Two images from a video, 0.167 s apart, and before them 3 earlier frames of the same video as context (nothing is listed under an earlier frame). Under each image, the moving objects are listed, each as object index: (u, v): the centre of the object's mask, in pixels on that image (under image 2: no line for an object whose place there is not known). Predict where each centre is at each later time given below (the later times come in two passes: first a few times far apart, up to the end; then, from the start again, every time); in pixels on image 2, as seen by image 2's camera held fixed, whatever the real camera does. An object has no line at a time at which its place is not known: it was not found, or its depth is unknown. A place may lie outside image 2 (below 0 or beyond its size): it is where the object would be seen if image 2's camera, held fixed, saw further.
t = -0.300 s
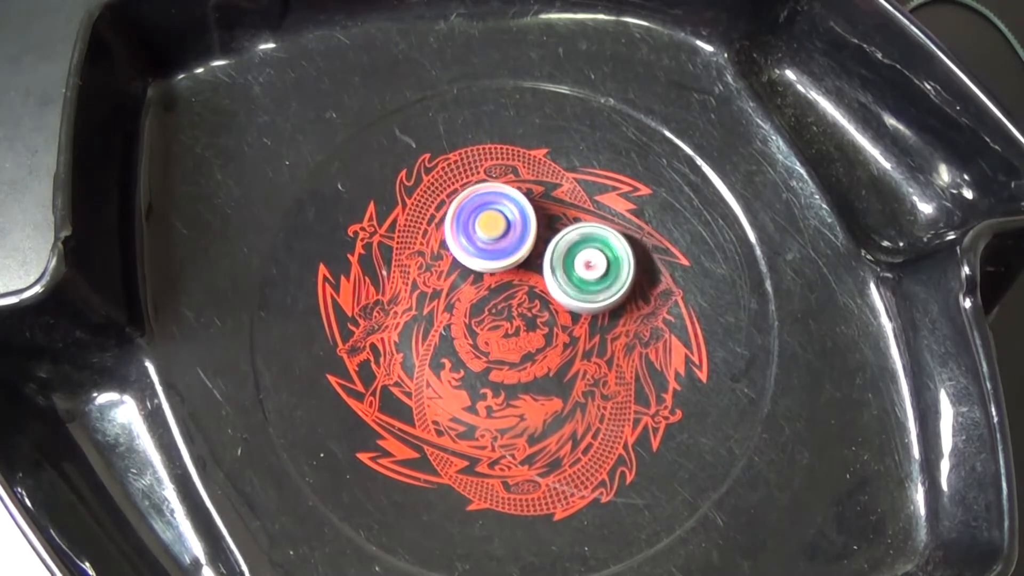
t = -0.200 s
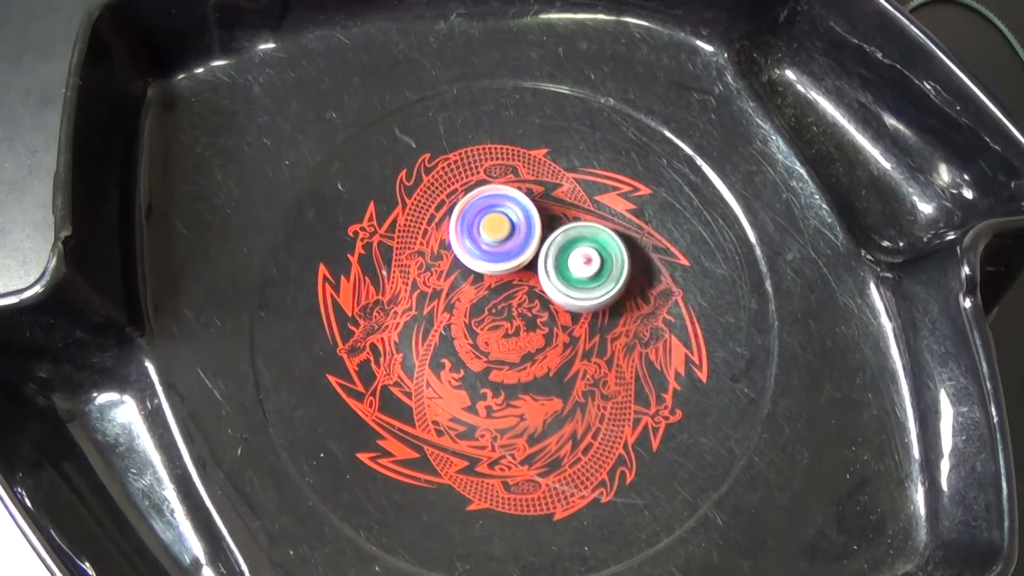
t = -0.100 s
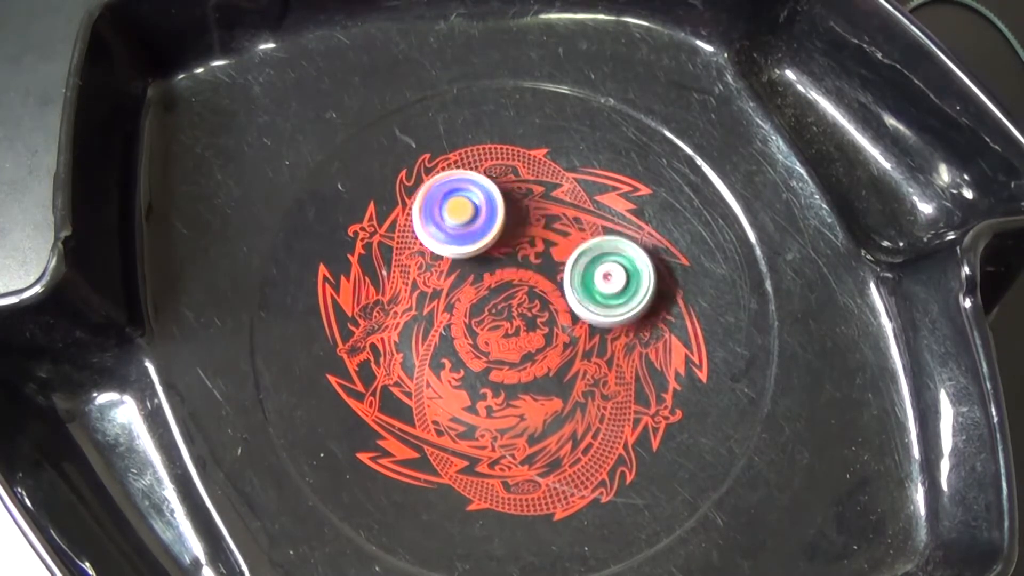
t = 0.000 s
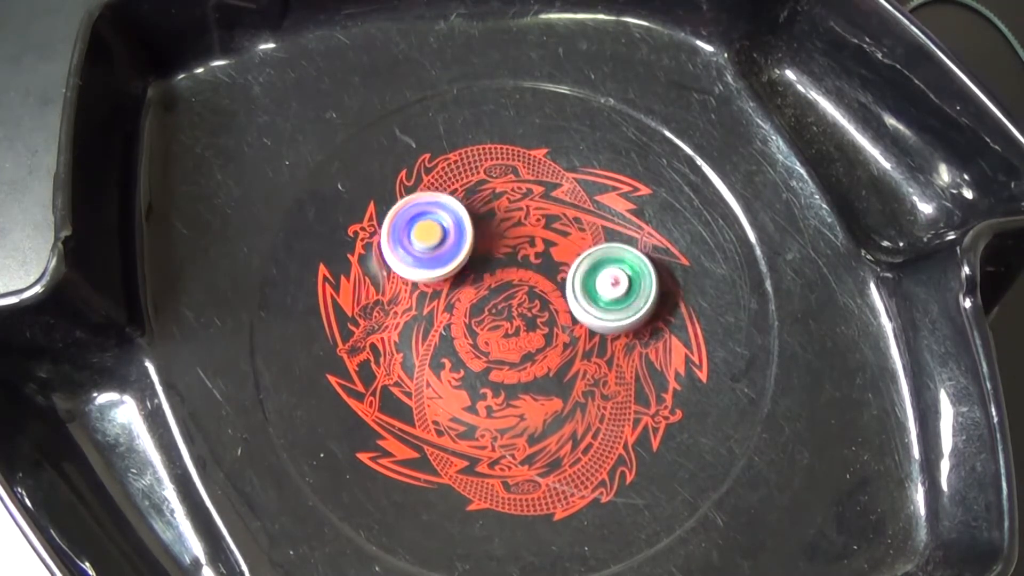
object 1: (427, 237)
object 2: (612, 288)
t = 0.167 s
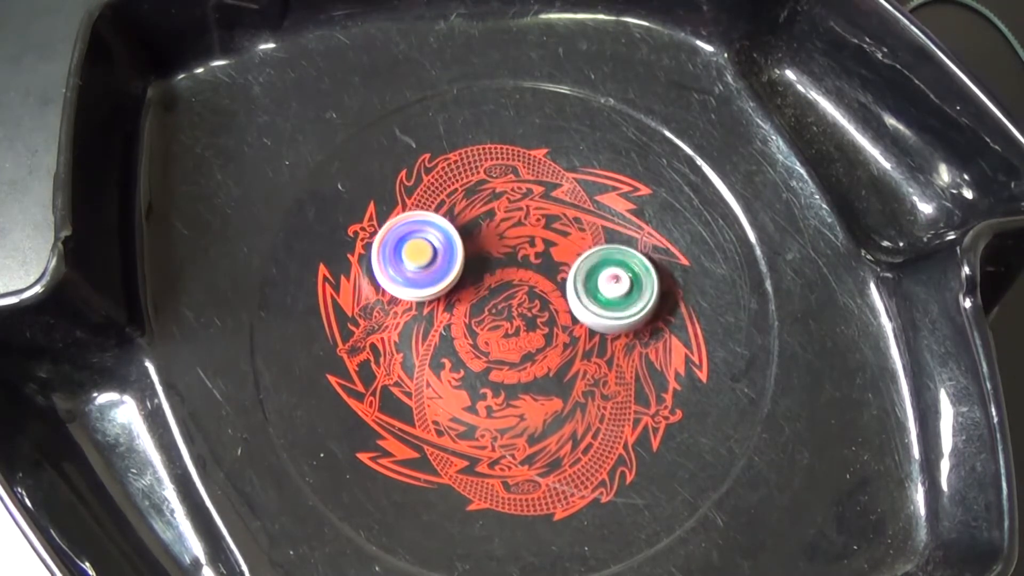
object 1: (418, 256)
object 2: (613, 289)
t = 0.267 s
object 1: (416, 260)
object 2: (613, 288)
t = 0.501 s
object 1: (414, 268)
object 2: (600, 288)
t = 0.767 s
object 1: (416, 270)
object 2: (596, 272)
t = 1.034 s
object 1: (417, 269)
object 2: (601, 261)
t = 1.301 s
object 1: (423, 273)
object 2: (601, 261)
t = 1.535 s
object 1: (426, 277)
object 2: (592, 254)
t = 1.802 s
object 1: (428, 281)
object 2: (586, 249)
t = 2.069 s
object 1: (429, 284)
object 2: (587, 243)
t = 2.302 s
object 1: (431, 285)
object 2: (579, 247)
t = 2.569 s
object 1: (437, 287)
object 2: (581, 243)
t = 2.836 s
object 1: (443, 289)
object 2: (583, 242)
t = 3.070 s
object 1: (448, 293)
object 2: (573, 243)
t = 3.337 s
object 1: (454, 298)
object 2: (576, 235)
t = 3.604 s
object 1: (458, 299)
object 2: (566, 238)
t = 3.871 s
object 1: (457, 296)
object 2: (564, 238)
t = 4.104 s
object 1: (457, 296)
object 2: (569, 236)
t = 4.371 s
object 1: (458, 297)
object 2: (568, 241)
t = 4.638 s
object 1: (462, 298)
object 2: (570, 244)
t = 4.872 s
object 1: (466, 299)
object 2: (566, 236)
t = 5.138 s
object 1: (470, 302)
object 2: (566, 242)
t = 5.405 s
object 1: (476, 304)
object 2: (559, 247)
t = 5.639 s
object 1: (481, 304)
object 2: (564, 240)
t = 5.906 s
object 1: (489, 304)
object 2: (580, 245)
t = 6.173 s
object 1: (495, 306)
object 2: (580, 250)
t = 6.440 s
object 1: (505, 303)
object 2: (579, 247)
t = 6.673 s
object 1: (503, 306)
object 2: (586, 246)
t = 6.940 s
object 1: (506, 305)
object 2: (582, 247)
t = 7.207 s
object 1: (512, 302)
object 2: (582, 243)
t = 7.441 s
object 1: (434, 348)
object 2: (585, 236)
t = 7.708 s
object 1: (402, 348)
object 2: (585, 233)
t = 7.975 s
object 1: (404, 342)
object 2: (568, 229)
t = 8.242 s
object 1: (455, 305)
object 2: (568, 233)
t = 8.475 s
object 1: (424, 357)
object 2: (620, 195)
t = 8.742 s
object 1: (451, 430)
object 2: (542, 300)
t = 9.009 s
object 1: (472, 389)
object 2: (572, 407)
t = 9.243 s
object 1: (489, 318)
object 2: (571, 395)
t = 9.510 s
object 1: (551, 240)
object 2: (578, 396)
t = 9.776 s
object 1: (570, 210)
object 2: (567, 386)
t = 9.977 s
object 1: (556, 234)
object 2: (567, 386)
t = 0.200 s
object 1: (417, 257)
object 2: (612, 289)
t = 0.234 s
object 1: (417, 259)
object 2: (613, 288)
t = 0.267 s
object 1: (416, 260)
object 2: (613, 288)
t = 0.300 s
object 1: (415, 261)
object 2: (613, 289)
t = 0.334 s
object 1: (415, 262)
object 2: (611, 291)
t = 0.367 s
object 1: (414, 264)
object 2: (609, 291)
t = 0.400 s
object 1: (414, 264)
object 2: (606, 291)
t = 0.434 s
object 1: (414, 265)
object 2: (604, 290)
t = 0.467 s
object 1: (414, 267)
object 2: (602, 289)
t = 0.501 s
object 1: (414, 268)
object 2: (600, 288)
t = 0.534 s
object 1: (414, 269)
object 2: (599, 287)
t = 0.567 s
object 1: (415, 270)
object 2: (597, 285)
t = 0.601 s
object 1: (415, 270)
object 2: (596, 284)
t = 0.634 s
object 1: (415, 270)
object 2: (595, 282)
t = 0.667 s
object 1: (416, 271)
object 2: (595, 279)
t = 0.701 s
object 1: (416, 271)
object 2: (595, 276)
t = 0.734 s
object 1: (416, 271)
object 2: (595, 274)
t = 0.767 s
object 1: (416, 270)
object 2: (596, 272)
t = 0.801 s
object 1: (416, 269)
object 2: (596, 270)
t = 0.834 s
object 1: (416, 269)
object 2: (597, 268)
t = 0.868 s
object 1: (416, 269)
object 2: (598, 266)
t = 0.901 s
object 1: (416, 269)
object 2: (598, 265)
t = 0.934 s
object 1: (416, 269)
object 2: (598, 264)
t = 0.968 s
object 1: (416, 269)
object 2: (599, 263)
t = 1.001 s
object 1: (416, 269)
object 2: (600, 262)
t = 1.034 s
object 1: (417, 269)
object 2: (601, 261)
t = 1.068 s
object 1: (418, 270)
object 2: (601, 260)
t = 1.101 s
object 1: (419, 270)
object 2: (602, 259)
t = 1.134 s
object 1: (419, 271)
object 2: (602, 258)
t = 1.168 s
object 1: (420, 271)
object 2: (604, 258)
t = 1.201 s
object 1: (421, 272)
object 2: (605, 259)
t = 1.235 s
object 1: (422, 272)
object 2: (604, 259)
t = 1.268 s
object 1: (422, 273)
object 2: (603, 260)
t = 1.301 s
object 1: (423, 273)
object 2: (601, 261)
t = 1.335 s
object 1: (423, 274)
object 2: (599, 261)
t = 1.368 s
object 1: (424, 274)
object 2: (597, 260)
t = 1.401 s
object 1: (424, 275)
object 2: (595, 259)
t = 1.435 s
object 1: (425, 275)
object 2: (594, 258)
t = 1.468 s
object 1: (425, 276)
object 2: (593, 256)
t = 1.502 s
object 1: (426, 276)
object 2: (593, 255)
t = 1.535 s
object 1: (426, 277)
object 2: (592, 254)
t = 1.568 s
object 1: (427, 277)
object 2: (591, 254)
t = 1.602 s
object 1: (427, 278)
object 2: (590, 254)
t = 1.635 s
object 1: (428, 278)
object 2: (589, 255)
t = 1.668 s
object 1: (428, 279)
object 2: (588, 255)
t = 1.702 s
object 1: (428, 280)
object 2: (587, 254)
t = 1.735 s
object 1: (428, 280)
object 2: (586, 252)
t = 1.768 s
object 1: (428, 281)
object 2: (586, 251)
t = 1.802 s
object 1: (428, 281)
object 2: (586, 249)
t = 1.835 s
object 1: (428, 282)
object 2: (586, 248)
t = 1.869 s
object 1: (428, 282)
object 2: (587, 246)
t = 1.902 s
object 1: (428, 282)
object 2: (587, 245)
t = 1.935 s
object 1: (428, 283)
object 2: (588, 244)
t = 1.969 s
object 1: (429, 283)
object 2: (589, 242)
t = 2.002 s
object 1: (429, 283)
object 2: (589, 242)
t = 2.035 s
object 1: (429, 284)
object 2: (589, 242)
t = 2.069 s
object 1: (429, 284)
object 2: (587, 243)
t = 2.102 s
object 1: (429, 284)
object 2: (585, 243)
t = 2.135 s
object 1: (429, 284)
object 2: (583, 244)
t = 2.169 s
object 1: (430, 284)
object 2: (582, 244)
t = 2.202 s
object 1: (430, 284)
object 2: (581, 244)
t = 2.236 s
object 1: (430, 285)
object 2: (580, 245)
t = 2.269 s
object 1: (431, 285)
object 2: (579, 246)
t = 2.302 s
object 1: (431, 285)
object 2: (579, 247)
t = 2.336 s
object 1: (432, 285)
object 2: (578, 247)
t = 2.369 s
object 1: (433, 285)
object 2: (578, 246)
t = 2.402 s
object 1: (433, 285)
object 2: (578, 246)
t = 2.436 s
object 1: (434, 286)
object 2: (578, 245)
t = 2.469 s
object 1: (434, 286)
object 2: (578, 245)
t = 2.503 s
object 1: (435, 286)
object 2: (580, 244)
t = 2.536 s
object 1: (436, 287)
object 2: (580, 243)
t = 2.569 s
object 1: (437, 287)
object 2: (581, 243)
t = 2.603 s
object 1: (437, 287)
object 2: (582, 242)
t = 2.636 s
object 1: (438, 287)
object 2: (583, 242)
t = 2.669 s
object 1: (439, 287)
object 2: (585, 241)
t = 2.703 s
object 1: (440, 287)
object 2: (585, 241)
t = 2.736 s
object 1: (441, 288)
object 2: (586, 241)
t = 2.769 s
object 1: (442, 289)
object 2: (586, 241)
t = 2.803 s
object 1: (443, 289)
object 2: (585, 241)
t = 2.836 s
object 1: (443, 289)
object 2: (583, 242)
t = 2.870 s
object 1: (444, 289)
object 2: (581, 243)
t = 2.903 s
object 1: (445, 290)
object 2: (579, 243)
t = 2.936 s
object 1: (446, 291)
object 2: (577, 243)
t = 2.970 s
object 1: (446, 291)
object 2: (575, 243)
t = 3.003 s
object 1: (447, 292)
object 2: (574, 243)
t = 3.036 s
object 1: (448, 292)
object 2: (574, 243)
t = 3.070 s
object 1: (448, 293)
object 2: (573, 243)
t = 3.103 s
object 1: (449, 294)
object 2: (573, 242)
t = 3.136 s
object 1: (449, 294)
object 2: (573, 240)
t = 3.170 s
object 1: (450, 295)
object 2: (574, 239)
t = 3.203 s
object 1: (450, 296)
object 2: (574, 238)
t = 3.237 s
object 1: (451, 296)
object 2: (574, 237)
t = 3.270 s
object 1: (452, 296)
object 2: (575, 236)
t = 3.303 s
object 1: (453, 297)
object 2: (575, 235)
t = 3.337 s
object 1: (454, 298)
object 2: (576, 235)
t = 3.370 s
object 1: (455, 298)
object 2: (576, 234)
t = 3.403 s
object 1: (456, 298)
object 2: (576, 235)
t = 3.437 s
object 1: (456, 298)
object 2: (575, 236)
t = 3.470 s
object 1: (457, 298)
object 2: (574, 236)
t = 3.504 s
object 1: (457, 298)
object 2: (572, 237)
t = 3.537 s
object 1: (458, 299)
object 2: (570, 237)
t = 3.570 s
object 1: (458, 299)
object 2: (568, 237)
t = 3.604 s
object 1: (458, 299)
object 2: (566, 238)
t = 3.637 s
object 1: (458, 298)
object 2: (565, 238)
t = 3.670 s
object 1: (458, 297)
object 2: (564, 238)
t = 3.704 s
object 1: (459, 297)
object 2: (563, 238)
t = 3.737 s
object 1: (459, 296)
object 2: (562, 238)
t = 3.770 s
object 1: (458, 296)
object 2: (562, 238)
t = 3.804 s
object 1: (457, 296)
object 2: (562, 238)
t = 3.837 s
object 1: (457, 296)
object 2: (563, 238)
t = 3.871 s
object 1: (457, 296)
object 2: (564, 238)
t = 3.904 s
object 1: (457, 296)
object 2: (565, 238)
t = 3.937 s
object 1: (457, 296)
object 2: (566, 238)
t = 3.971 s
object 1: (457, 296)
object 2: (567, 237)
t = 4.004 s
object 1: (457, 296)
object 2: (567, 237)
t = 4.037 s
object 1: (457, 296)
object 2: (568, 237)
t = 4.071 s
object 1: (457, 296)
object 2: (568, 237)
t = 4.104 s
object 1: (457, 296)
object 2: (569, 236)
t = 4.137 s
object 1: (457, 296)
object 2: (570, 236)
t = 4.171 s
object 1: (457, 296)
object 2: (571, 237)
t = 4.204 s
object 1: (457, 296)
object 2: (571, 237)
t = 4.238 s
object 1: (457, 296)
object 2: (570, 238)
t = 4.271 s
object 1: (457, 296)
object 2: (569, 239)
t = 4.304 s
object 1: (457, 296)
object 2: (569, 240)
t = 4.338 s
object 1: (457, 296)
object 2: (568, 241)
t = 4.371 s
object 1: (458, 297)
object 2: (568, 241)
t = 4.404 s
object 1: (458, 297)
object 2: (568, 241)
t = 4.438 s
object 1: (458, 297)
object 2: (567, 241)
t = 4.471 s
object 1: (459, 297)
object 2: (568, 241)
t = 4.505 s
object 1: (459, 297)
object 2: (569, 241)
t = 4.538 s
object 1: (460, 297)
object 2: (570, 241)
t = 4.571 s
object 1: (461, 298)
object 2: (570, 242)
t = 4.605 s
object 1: (461, 298)
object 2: (570, 242)
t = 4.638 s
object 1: (462, 298)
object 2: (570, 244)
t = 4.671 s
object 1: (463, 298)
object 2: (569, 244)
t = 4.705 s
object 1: (464, 299)
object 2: (568, 244)
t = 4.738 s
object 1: (464, 299)
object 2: (566, 243)
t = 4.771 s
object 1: (465, 300)
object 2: (565, 241)
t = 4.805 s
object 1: (465, 299)
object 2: (564, 240)
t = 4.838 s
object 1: (465, 299)
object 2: (564, 238)
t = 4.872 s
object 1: (466, 299)
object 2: (566, 236)
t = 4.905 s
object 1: (466, 300)
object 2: (567, 234)
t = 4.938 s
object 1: (467, 300)
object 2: (567, 233)
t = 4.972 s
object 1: (468, 301)
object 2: (568, 234)
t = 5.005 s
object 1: (468, 301)
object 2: (569, 235)
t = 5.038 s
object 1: (469, 301)
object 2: (569, 236)
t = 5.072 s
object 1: (469, 302)
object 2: (569, 238)
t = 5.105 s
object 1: (470, 302)
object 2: (567, 240)
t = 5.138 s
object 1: (470, 302)
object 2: (566, 242)
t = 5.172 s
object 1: (471, 302)
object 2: (565, 244)
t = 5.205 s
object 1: (472, 303)
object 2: (564, 245)
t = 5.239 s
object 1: (472, 303)
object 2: (562, 246)
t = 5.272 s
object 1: (473, 303)
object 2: (561, 247)
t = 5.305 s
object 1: (473, 303)
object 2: (561, 248)
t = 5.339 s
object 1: (474, 303)
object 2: (561, 248)
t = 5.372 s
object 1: (475, 304)
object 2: (560, 247)
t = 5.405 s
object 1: (476, 304)
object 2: (559, 247)
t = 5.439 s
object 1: (476, 304)
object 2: (558, 247)
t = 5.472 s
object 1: (477, 304)
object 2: (558, 246)
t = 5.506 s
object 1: (478, 304)
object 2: (558, 244)
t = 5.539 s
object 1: (478, 304)
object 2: (559, 243)
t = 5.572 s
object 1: (479, 305)
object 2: (559, 242)
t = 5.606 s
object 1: (480, 305)
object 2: (561, 241)
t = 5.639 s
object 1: (481, 304)
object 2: (564, 240)
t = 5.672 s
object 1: (482, 304)
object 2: (566, 240)
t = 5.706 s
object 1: (483, 304)
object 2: (568, 240)
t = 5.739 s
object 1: (484, 304)
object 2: (571, 241)
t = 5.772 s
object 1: (485, 305)
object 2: (573, 241)
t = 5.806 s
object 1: (485, 305)
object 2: (575, 242)
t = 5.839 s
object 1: (486, 305)
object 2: (576, 243)
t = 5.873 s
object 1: (488, 304)
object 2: (578, 245)
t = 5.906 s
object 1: (489, 304)
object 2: (580, 245)
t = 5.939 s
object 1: (490, 305)
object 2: (580, 246)
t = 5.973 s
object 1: (490, 305)
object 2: (580, 247)
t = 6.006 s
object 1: (491, 305)
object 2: (580, 249)
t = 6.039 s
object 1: (492, 305)
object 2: (581, 250)
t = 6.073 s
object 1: (493, 305)
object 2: (581, 249)
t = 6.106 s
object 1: (493, 306)
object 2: (580, 250)
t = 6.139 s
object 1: (494, 306)
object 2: (580, 251)
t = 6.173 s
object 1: (495, 306)
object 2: (580, 250)
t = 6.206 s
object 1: (496, 306)
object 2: (579, 250)
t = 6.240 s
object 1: (497, 306)
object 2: (579, 250)
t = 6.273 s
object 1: (499, 306)
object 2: (579, 250)
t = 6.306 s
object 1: (500, 305)
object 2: (579, 249)
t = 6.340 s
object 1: (502, 304)
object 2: (578, 249)
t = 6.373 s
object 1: (503, 304)
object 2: (578, 248)
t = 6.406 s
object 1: (504, 303)
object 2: (579, 248)
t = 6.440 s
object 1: (505, 303)
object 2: (579, 247)
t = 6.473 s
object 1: (503, 304)
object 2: (580, 246)
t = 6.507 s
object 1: (503, 305)
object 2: (582, 246)
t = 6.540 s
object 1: (503, 306)
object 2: (585, 246)
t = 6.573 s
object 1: (503, 306)
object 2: (585, 245)
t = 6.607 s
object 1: (503, 306)
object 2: (584, 245)
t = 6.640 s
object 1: (503, 306)
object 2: (585, 245)
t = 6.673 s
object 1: (503, 306)
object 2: (586, 246)
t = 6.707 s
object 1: (503, 306)
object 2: (585, 245)
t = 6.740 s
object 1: (503, 306)
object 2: (585, 246)
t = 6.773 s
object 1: (503, 306)
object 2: (585, 247)
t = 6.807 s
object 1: (504, 306)
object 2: (585, 247)
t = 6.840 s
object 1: (504, 306)
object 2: (584, 247)
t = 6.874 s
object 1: (504, 305)
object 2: (584, 248)
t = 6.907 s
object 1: (505, 305)
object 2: (584, 248)
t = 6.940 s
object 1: (506, 305)
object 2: (582, 247)
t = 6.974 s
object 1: (506, 304)
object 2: (582, 247)
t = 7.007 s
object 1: (506, 304)
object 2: (582, 247)
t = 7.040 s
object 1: (507, 304)
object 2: (582, 246)
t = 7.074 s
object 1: (508, 303)
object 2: (581, 245)
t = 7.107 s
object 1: (509, 303)
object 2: (582, 245)
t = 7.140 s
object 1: (510, 303)
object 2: (583, 244)
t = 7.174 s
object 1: (511, 302)
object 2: (582, 243)
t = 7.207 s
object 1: (512, 302)
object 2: (582, 243)
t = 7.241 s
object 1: (513, 301)
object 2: (583, 243)
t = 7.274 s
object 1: (498, 311)
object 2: (596, 232)
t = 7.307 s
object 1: (473, 327)
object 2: (612, 224)
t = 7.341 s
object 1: (456, 338)
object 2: (613, 232)
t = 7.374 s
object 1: (445, 344)
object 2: (603, 238)
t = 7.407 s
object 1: (439, 346)
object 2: (592, 236)
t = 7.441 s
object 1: (434, 348)
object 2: (585, 236)
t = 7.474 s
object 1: (429, 350)
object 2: (585, 232)
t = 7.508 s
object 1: (423, 351)
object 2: (584, 231)
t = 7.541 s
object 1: (418, 351)
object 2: (584, 232)
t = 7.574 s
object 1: (413, 351)
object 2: (585, 232)
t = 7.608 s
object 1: (409, 350)
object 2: (585, 232)
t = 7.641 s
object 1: (405, 349)
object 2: (585, 232)
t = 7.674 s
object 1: (403, 348)
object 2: (585, 233)
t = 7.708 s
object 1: (402, 348)
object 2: (585, 233)
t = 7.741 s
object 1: (401, 347)
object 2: (583, 235)
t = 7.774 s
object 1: (401, 347)
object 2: (581, 235)
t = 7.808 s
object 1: (400, 346)
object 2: (578, 234)
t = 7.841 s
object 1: (401, 345)
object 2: (574, 234)
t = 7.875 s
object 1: (401, 345)
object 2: (570, 233)
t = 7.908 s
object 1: (402, 345)
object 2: (568, 229)
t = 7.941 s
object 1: (403, 344)
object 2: (568, 229)
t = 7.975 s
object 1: (404, 342)
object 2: (568, 229)
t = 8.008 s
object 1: (407, 338)
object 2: (568, 228)
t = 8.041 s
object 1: (411, 334)
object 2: (569, 228)
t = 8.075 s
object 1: (417, 329)
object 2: (571, 229)
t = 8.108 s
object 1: (423, 323)
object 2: (571, 229)
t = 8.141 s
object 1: (429, 318)
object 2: (571, 230)
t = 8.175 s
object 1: (437, 314)
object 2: (572, 231)
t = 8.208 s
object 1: (445, 310)
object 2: (571, 231)
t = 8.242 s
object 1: (455, 305)
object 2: (568, 233)
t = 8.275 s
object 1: (465, 301)
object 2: (567, 233)
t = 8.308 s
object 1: (476, 299)
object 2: (564, 232)
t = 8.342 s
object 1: (487, 296)
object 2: (561, 231)
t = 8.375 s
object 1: (498, 295)
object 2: (560, 229)
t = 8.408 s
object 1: (487, 307)
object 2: (576, 219)
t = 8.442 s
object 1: (453, 334)
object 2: (607, 200)
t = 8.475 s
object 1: (424, 357)
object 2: (620, 195)
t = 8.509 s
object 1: (402, 376)
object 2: (616, 201)
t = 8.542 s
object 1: (389, 390)
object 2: (606, 204)
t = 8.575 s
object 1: (390, 402)
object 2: (596, 206)
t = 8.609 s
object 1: (398, 414)
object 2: (580, 218)
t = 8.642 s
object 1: (409, 423)
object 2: (563, 236)
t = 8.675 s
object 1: (424, 428)
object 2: (551, 260)
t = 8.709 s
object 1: (438, 432)
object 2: (544, 281)
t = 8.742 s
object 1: (451, 430)
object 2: (542, 300)
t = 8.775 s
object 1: (461, 425)
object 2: (544, 319)
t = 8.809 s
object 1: (467, 421)
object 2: (550, 335)
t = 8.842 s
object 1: (469, 419)
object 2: (555, 351)
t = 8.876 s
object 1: (470, 417)
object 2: (560, 364)
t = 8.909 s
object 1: (470, 412)
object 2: (566, 378)
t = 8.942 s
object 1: (470, 405)
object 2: (571, 389)
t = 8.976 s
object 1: (470, 398)
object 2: (572, 401)
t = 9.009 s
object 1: (472, 389)
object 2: (572, 407)
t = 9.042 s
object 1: (474, 381)
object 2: (571, 410)
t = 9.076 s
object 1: (477, 372)
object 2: (567, 410)
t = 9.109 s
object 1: (481, 364)
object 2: (563, 410)
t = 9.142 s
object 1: (482, 354)
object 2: (562, 409)
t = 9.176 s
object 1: (482, 342)
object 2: (564, 402)
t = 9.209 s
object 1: (485, 330)
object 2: (568, 398)
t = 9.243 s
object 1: (489, 318)
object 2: (571, 395)
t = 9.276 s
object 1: (494, 307)
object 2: (577, 395)
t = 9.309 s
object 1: (499, 296)
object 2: (582, 399)
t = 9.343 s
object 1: (506, 285)
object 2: (584, 403)
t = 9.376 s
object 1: (513, 275)
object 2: (585, 406)
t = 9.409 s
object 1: (521, 265)
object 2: (584, 405)
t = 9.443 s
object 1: (531, 256)
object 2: (583, 402)
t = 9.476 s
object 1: (541, 248)
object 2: (581, 399)
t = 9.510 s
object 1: (551, 240)
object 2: (578, 396)
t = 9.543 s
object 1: (562, 232)
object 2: (575, 393)
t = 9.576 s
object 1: (571, 225)
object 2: (570, 390)
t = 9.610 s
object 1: (576, 218)
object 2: (564, 387)
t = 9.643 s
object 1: (577, 213)
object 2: (564, 387)
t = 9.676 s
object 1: (575, 210)
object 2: (568, 387)
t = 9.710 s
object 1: (573, 209)
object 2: (567, 386)
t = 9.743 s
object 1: (572, 209)
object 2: (567, 386)
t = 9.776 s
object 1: (570, 210)
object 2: (567, 386)
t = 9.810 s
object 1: (567, 210)
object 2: (567, 386)
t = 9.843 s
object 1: (566, 211)
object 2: (567, 386)
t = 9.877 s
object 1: (564, 213)
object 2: (567, 386)
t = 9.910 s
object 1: (561, 217)
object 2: (567, 386)
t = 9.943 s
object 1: (558, 224)
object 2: (567, 386)
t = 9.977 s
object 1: (556, 234)
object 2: (567, 386)
